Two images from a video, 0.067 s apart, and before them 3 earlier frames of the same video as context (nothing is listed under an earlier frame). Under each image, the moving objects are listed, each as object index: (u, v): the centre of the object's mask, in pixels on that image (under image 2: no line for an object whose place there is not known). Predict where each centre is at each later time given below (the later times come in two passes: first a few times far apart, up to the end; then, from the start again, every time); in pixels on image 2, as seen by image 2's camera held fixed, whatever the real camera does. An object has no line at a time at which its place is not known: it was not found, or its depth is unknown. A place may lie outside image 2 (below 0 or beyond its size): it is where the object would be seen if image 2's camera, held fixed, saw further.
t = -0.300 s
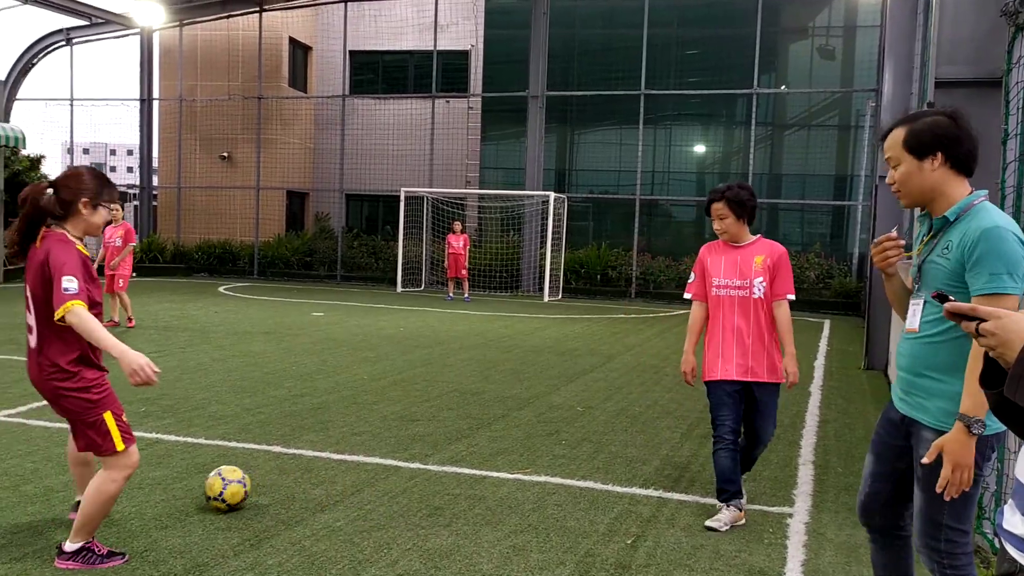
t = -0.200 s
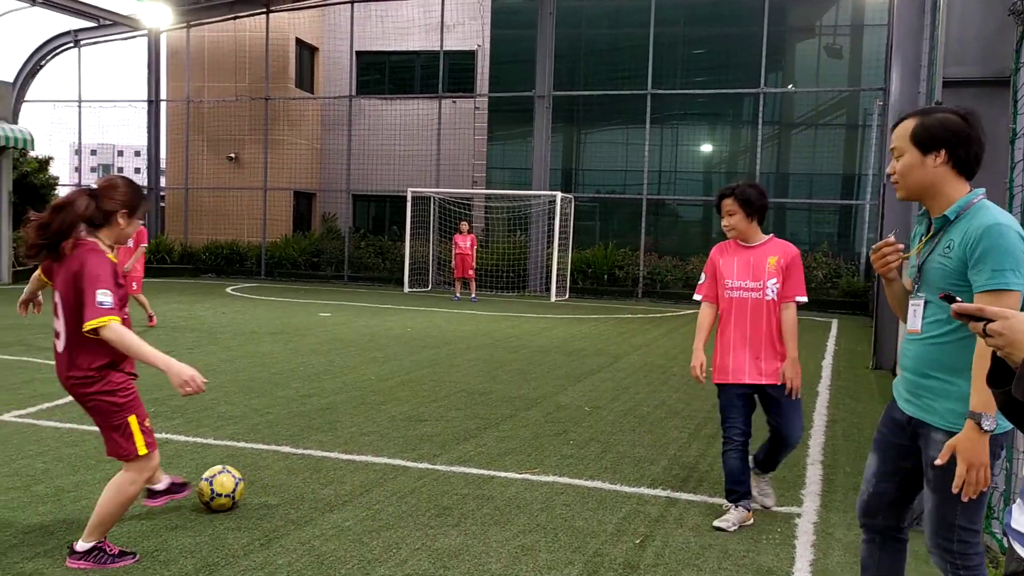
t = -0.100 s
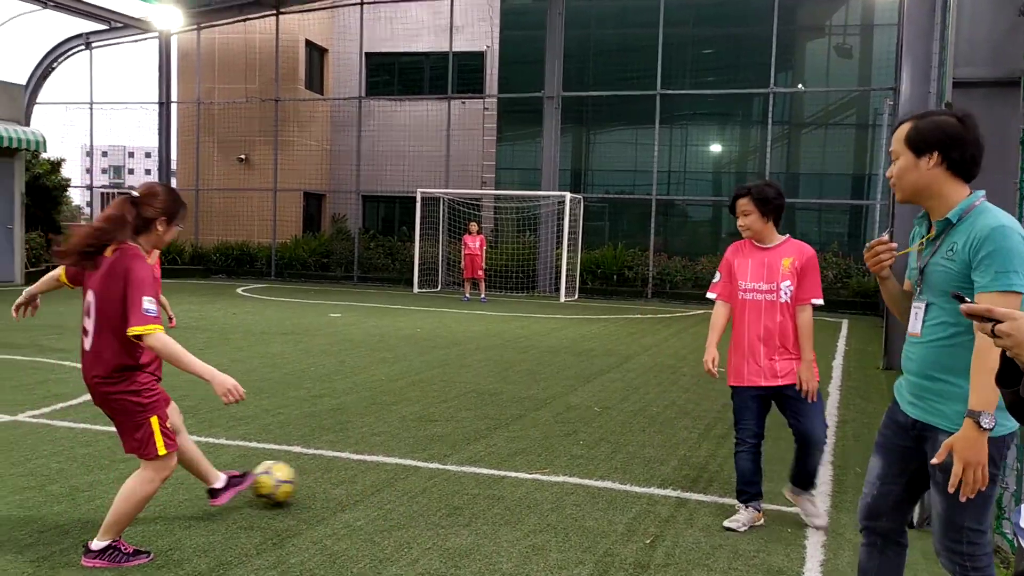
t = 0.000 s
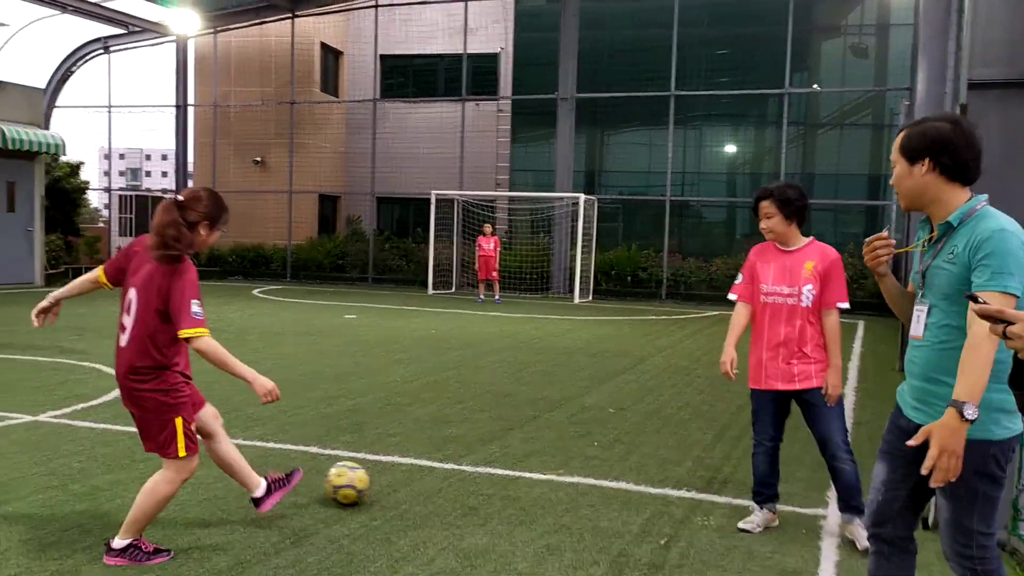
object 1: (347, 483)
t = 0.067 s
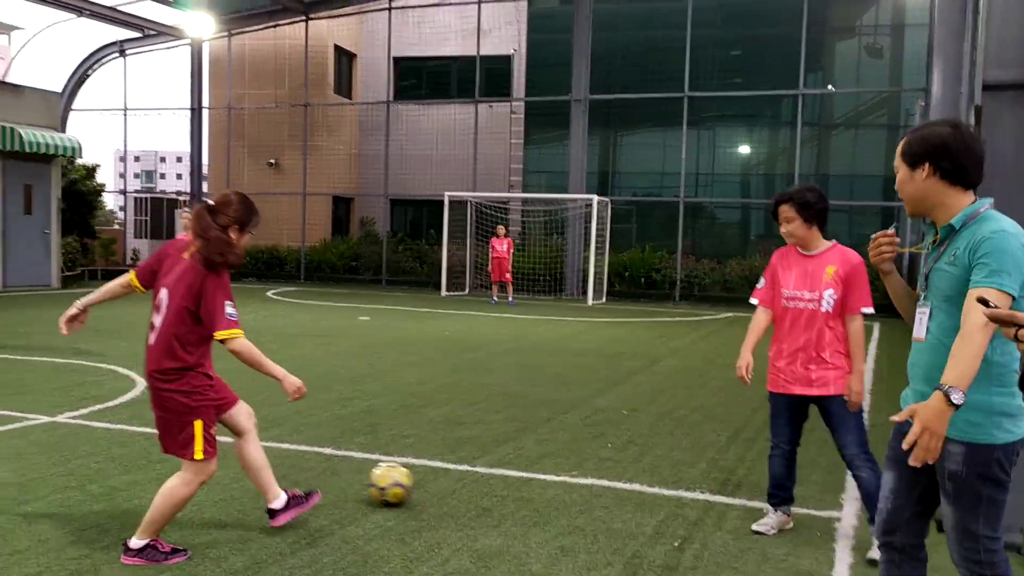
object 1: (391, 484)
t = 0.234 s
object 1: (454, 483)
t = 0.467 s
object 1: (536, 480)
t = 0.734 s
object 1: (621, 477)
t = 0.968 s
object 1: (691, 474)
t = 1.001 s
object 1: (700, 472)
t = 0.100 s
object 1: (404, 485)
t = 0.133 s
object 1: (417, 483)
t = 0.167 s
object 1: (429, 484)
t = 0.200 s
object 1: (442, 483)
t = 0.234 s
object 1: (454, 483)
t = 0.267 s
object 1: (467, 483)
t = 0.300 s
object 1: (480, 482)
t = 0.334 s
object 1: (491, 482)
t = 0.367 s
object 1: (502, 482)
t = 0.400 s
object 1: (513, 481)
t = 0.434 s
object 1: (525, 481)
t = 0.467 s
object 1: (536, 480)
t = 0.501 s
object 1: (547, 479)
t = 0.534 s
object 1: (557, 479)
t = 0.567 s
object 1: (569, 478)
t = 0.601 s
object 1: (580, 478)
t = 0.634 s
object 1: (591, 477)
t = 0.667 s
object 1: (601, 477)
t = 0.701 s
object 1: (611, 477)
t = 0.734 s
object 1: (621, 477)
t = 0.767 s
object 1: (631, 476)
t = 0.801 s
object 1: (641, 476)
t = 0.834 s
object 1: (650, 475)
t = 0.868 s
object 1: (661, 475)
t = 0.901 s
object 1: (670, 474)
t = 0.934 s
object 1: (680, 474)
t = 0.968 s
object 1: (691, 474)
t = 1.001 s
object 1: (700, 472)
